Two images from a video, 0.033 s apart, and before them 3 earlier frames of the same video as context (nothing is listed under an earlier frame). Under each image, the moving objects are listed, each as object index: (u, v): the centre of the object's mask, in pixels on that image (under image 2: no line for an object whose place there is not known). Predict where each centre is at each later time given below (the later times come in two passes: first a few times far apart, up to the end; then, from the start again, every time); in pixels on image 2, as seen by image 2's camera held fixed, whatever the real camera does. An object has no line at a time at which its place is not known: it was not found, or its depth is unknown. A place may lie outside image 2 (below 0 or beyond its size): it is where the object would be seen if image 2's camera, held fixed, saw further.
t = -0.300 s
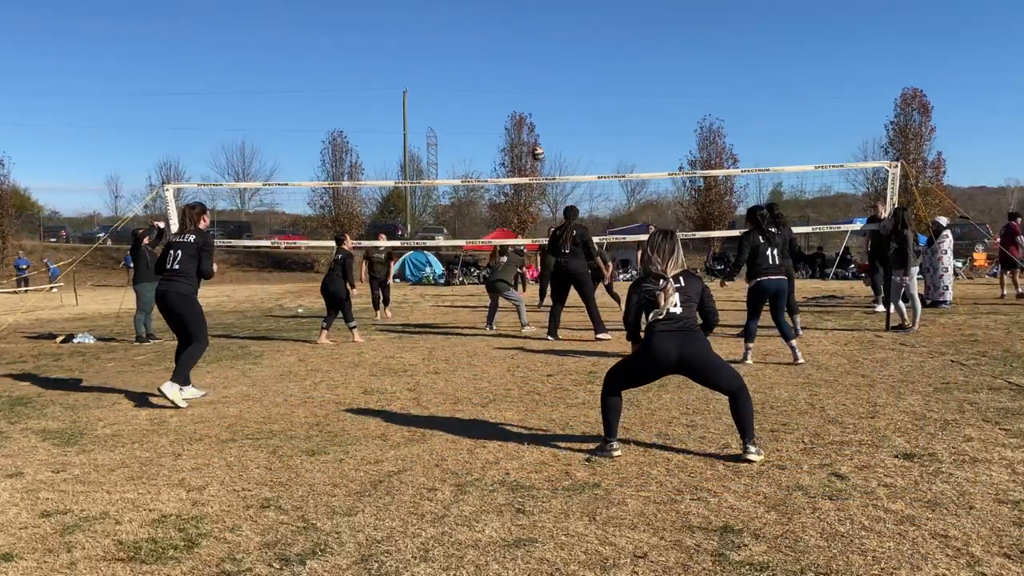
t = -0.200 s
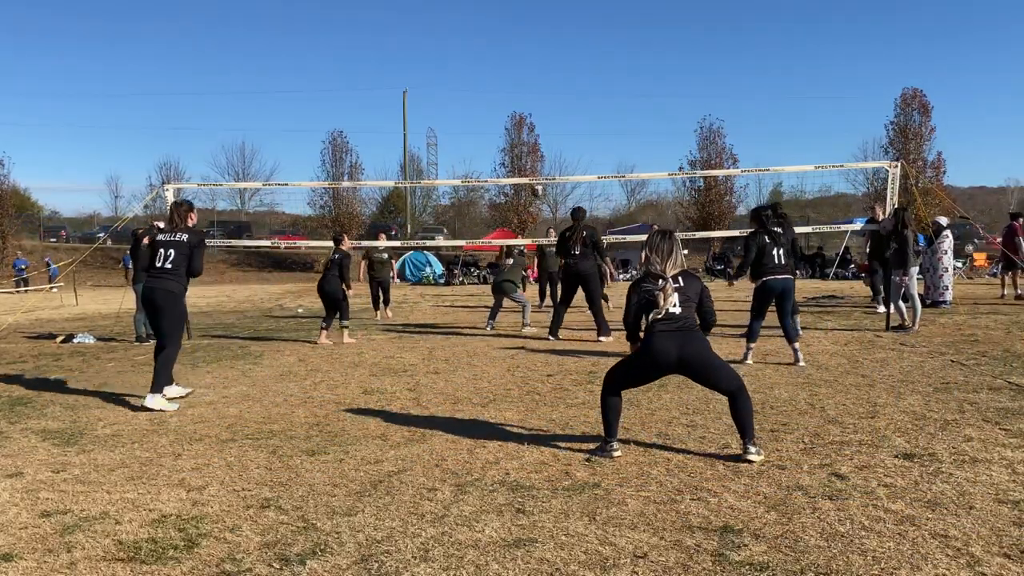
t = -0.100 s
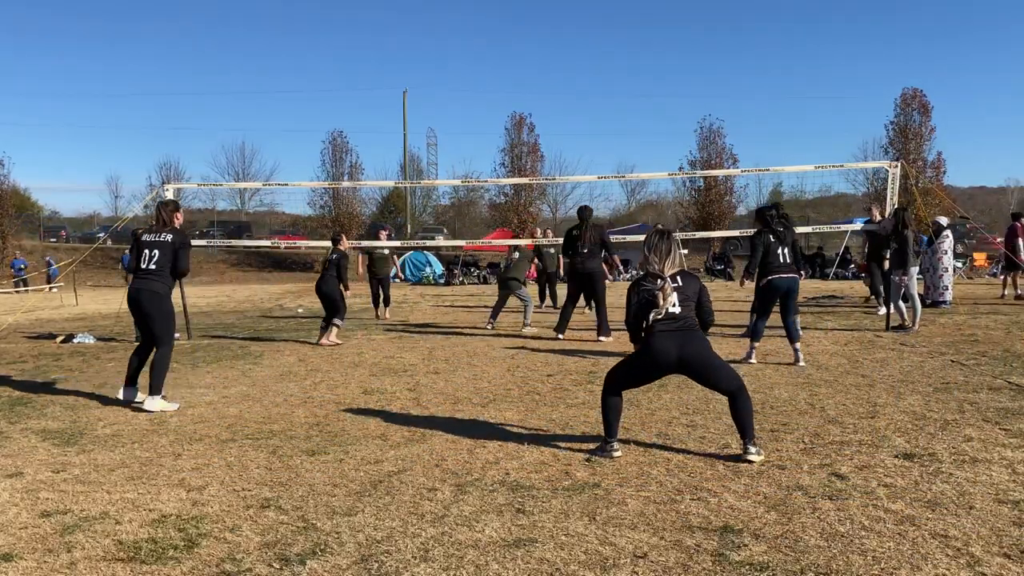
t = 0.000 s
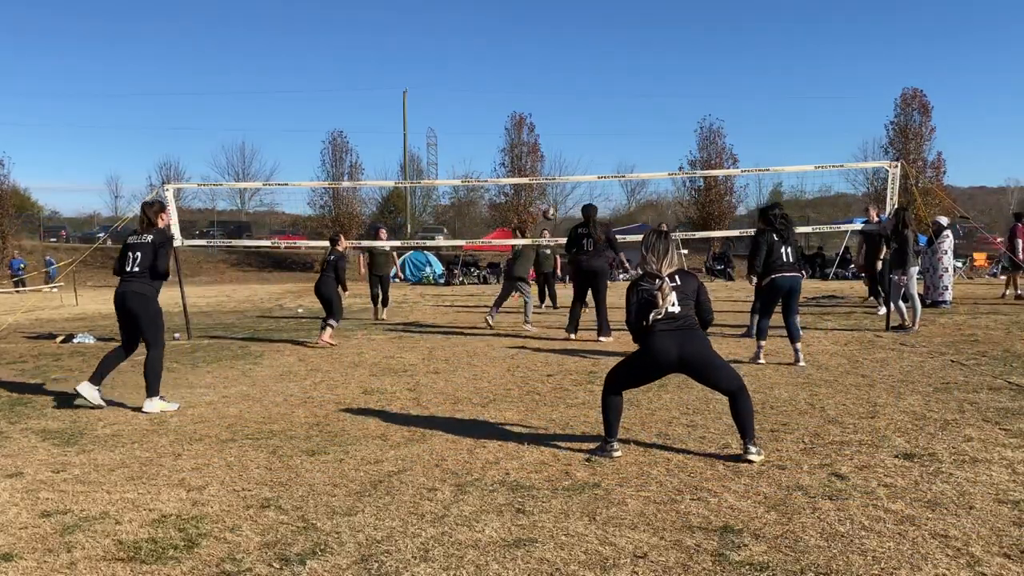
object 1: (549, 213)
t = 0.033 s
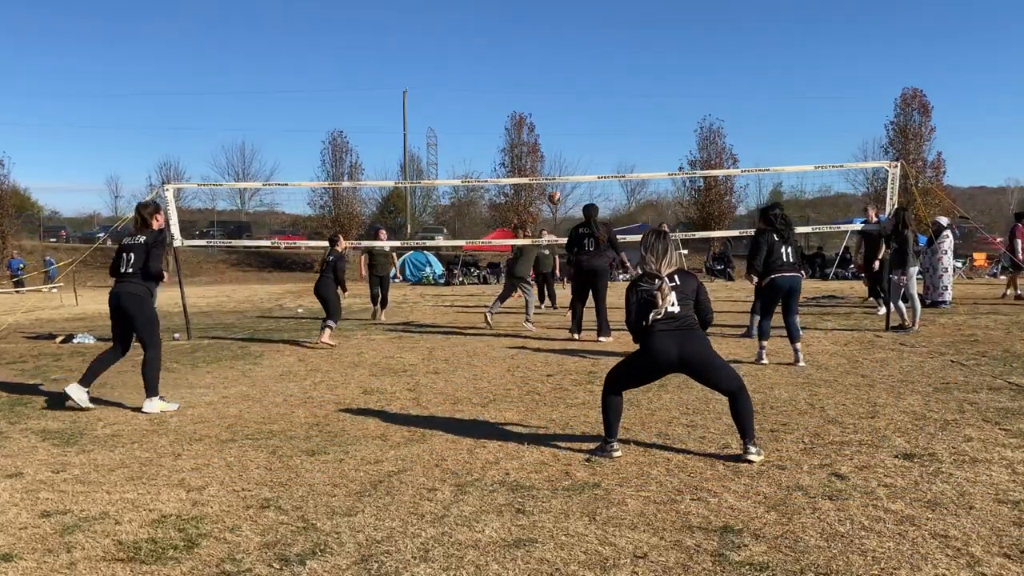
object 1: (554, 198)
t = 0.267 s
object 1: (598, 103)
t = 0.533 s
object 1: (648, 38)
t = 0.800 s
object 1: (698, 20)
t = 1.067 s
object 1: (748, 51)
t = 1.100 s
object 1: (754, 59)
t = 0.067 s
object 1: (560, 185)
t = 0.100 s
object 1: (567, 167)
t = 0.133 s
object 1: (573, 153)
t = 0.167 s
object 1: (579, 139)
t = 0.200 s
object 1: (586, 127)
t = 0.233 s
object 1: (592, 114)
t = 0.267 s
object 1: (598, 103)
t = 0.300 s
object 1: (604, 92)
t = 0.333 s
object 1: (610, 82)
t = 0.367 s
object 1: (617, 73)
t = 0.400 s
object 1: (623, 64)
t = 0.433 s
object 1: (629, 56)
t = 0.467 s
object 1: (635, 50)
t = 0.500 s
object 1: (642, 43)
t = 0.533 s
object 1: (648, 38)
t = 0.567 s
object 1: (655, 33)
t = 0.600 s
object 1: (661, 29)
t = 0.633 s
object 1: (667, 25)
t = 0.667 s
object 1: (673, 23)
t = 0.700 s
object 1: (679, 21)
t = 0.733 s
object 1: (686, 20)
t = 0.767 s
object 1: (692, 20)
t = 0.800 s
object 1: (698, 20)
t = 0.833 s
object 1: (705, 21)
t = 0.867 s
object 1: (711, 23)
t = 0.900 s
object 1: (717, 26)
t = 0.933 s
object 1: (723, 30)
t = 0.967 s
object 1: (730, 34)
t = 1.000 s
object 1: (736, 39)
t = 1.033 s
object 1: (742, 45)
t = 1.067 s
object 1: (748, 51)
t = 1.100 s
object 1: (754, 59)
